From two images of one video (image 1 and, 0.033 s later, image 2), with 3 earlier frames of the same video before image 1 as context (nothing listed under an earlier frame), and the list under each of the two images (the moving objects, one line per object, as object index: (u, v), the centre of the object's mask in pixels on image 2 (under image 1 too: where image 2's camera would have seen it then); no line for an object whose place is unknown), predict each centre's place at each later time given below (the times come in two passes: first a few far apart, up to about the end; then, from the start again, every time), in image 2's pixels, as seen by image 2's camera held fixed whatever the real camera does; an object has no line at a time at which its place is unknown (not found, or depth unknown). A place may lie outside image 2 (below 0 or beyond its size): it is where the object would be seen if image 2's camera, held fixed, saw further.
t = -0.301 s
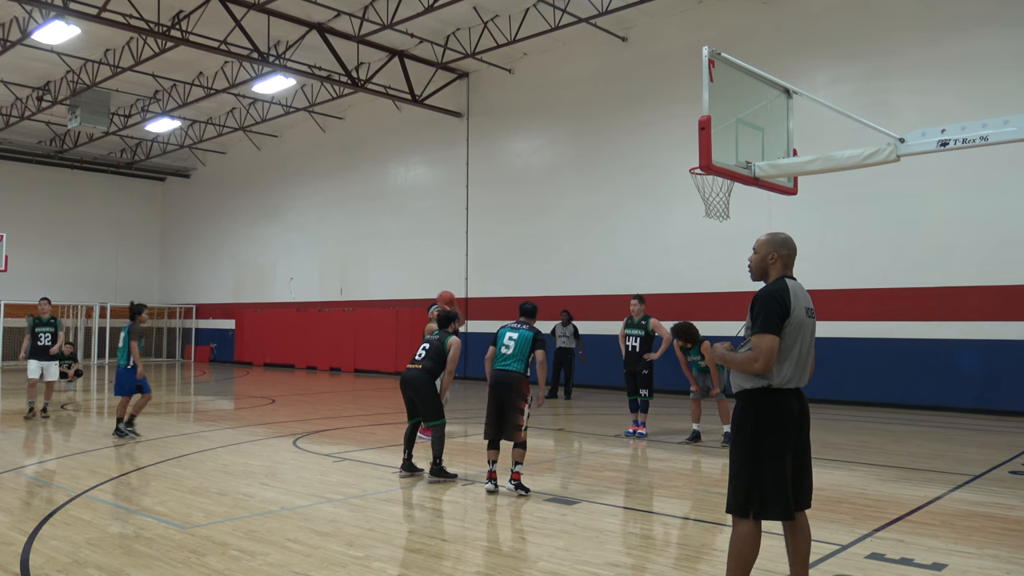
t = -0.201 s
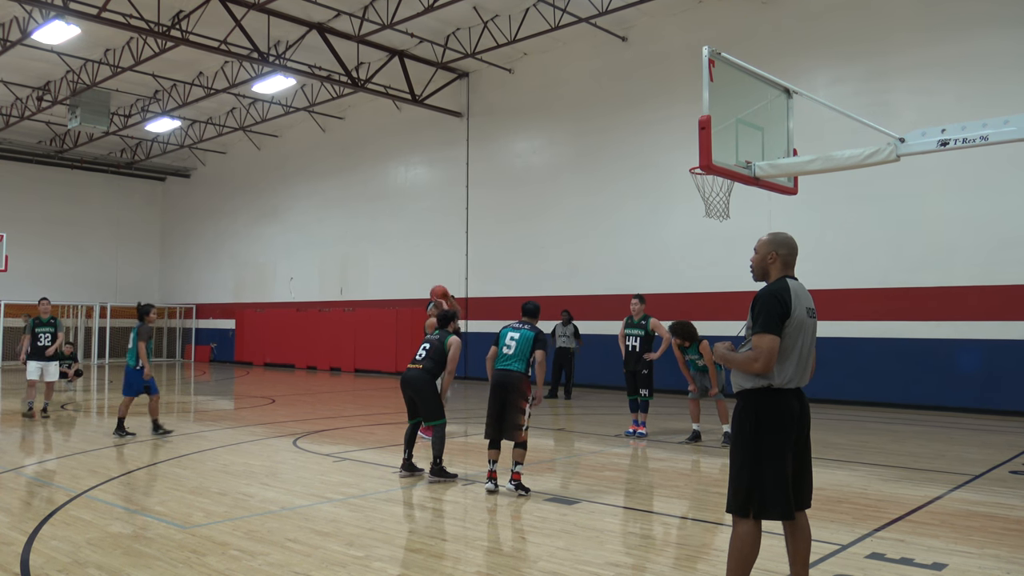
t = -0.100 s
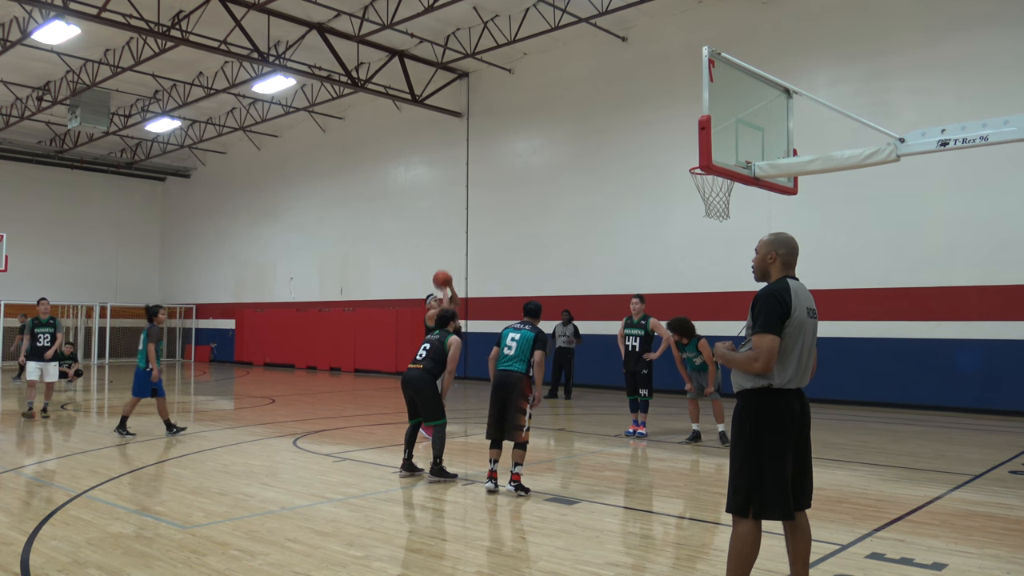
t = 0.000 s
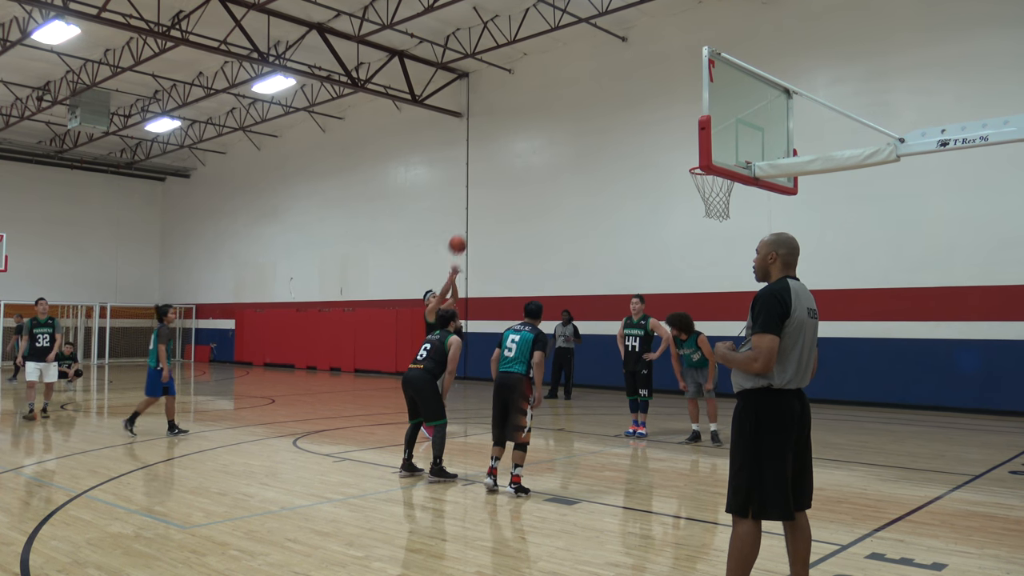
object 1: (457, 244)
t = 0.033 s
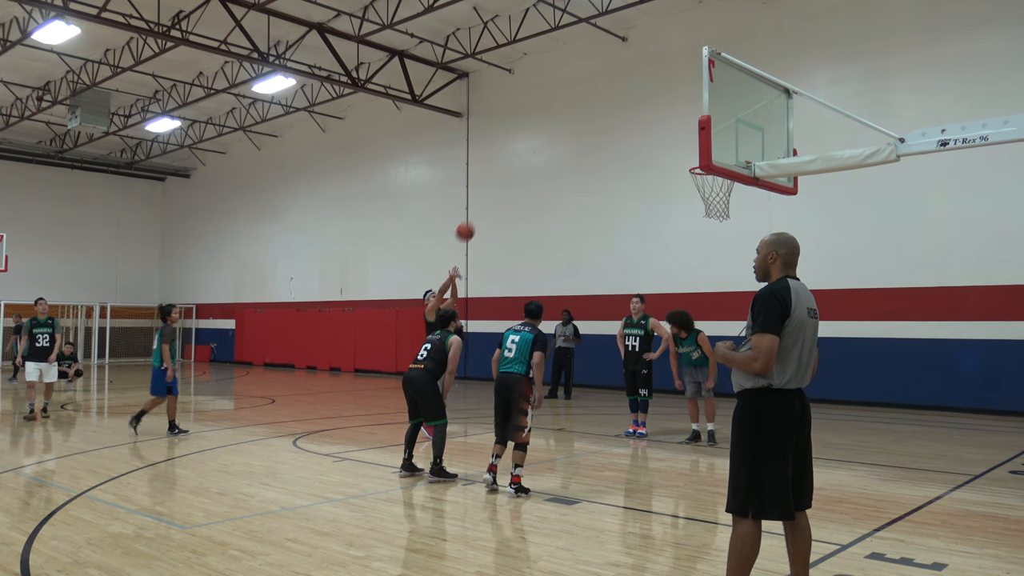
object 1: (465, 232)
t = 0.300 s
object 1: (530, 152)
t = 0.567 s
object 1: (604, 121)
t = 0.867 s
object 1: (694, 159)
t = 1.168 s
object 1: (760, 228)
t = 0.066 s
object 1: (473, 220)
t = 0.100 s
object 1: (481, 207)
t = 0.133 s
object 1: (489, 197)
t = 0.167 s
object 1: (497, 186)
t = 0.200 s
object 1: (505, 177)
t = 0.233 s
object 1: (513, 168)
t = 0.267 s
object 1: (522, 160)
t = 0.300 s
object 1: (530, 152)
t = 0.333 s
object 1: (539, 145)
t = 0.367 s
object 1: (548, 140)
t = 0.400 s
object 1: (557, 135)
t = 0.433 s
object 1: (566, 130)
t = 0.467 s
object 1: (575, 127)
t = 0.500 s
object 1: (584, 124)
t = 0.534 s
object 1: (594, 122)
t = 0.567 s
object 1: (604, 121)
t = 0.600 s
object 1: (614, 121)
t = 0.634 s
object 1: (624, 123)
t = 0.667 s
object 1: (634, 125)
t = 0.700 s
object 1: (645, 128)
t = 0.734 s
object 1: (656, 132)
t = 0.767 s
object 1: (667, 138)
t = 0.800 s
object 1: (678, 144)
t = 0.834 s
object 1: (688, 152)
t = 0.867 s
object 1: (694, 159)
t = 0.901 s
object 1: (712, 177)
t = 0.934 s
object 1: (725, 185)
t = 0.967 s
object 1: (736, 192)
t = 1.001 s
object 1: (741, 196)
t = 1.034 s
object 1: (745, 200)
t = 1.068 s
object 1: (749, 206)
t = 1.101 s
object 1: (753, 214)
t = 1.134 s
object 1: (757, 222)
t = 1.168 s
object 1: (760, 228)
